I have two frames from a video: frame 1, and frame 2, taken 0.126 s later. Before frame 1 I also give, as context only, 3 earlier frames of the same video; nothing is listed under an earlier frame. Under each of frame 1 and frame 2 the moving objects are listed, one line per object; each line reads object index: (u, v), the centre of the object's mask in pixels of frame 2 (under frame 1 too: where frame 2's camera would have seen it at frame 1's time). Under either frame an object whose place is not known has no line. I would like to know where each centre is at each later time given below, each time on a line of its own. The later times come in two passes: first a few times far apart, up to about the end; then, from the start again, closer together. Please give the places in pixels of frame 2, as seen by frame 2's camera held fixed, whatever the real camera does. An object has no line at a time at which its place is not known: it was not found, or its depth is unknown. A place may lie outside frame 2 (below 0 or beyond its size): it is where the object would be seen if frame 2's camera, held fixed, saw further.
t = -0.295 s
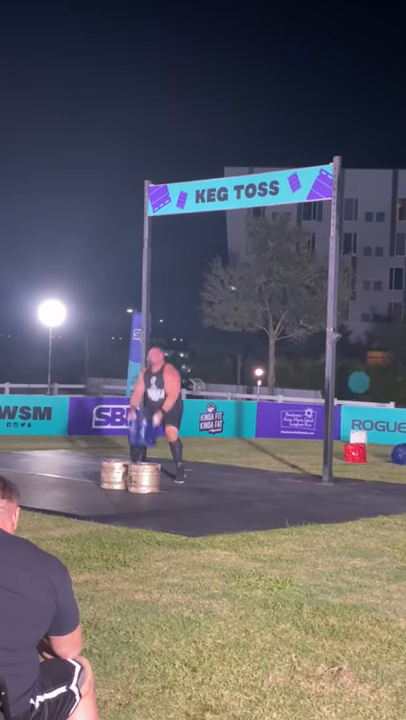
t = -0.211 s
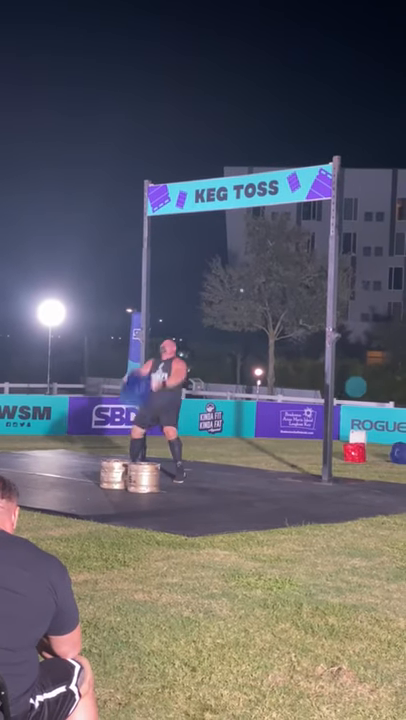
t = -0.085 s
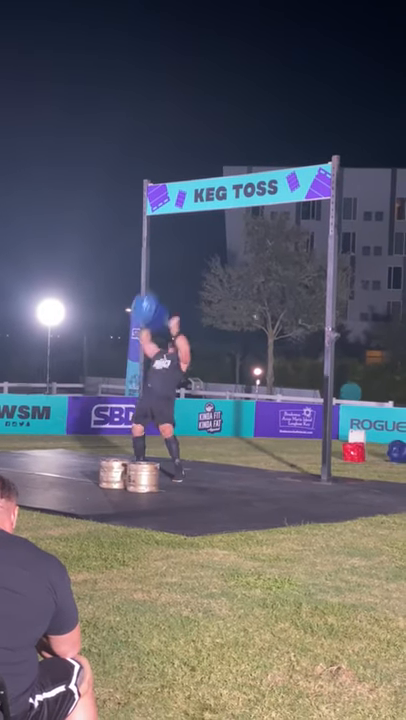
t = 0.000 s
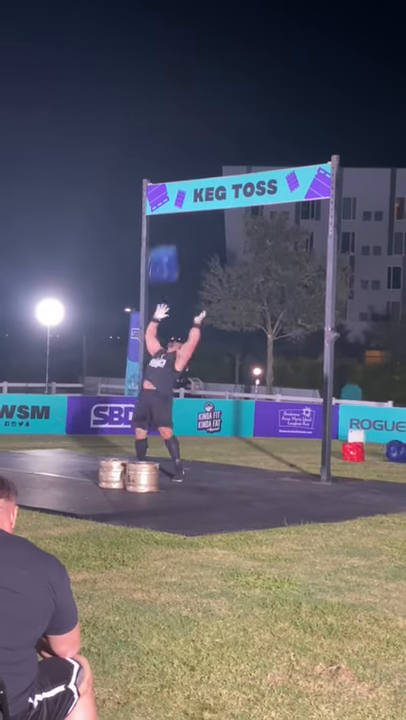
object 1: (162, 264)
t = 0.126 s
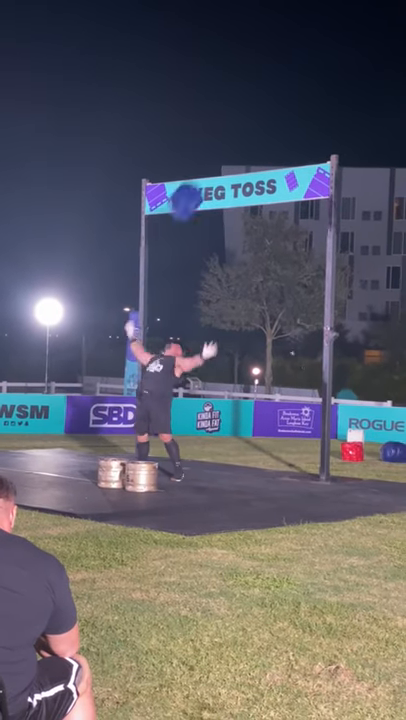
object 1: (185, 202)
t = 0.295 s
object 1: (216, 138)
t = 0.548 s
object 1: (255, 92)
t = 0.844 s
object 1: (295, 85)
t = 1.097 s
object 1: (328, 123)
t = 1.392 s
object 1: (356, 213)
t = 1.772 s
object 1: (397, 402)
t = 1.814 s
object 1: (399, 429)
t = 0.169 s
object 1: (193, 180)
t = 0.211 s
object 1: (200, 164)
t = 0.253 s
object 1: (208, 151)
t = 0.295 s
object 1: (216, 138)
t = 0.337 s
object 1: (223, 128)
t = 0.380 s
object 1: (231, 117)
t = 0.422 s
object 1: (237, 109)
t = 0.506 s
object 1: (250, 97)
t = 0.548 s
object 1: (255, 92)
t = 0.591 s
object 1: (261, 88)
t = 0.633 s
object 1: (267, 85)
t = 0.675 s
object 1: (273, 83)
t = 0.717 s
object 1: (279, 82)
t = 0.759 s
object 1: (284, 82)
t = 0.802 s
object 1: (290, 83)
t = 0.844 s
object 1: (295, 85)
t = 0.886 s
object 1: (301, 89)
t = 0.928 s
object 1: (306, 93)
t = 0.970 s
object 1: (312, 98)
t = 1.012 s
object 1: (317, 106)
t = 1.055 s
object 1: (322, 113)
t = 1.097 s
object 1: (328, 123)
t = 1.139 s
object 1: (332, 134)
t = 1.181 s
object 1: (337, 144)
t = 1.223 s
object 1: (344, 156)
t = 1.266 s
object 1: (348, 169)
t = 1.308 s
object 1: (349, 183)
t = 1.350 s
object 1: (352, 196)
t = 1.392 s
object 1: (356, 213)
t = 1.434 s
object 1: (361, 229)
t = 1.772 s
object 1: (397, 402)
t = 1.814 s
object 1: (399, 429)
